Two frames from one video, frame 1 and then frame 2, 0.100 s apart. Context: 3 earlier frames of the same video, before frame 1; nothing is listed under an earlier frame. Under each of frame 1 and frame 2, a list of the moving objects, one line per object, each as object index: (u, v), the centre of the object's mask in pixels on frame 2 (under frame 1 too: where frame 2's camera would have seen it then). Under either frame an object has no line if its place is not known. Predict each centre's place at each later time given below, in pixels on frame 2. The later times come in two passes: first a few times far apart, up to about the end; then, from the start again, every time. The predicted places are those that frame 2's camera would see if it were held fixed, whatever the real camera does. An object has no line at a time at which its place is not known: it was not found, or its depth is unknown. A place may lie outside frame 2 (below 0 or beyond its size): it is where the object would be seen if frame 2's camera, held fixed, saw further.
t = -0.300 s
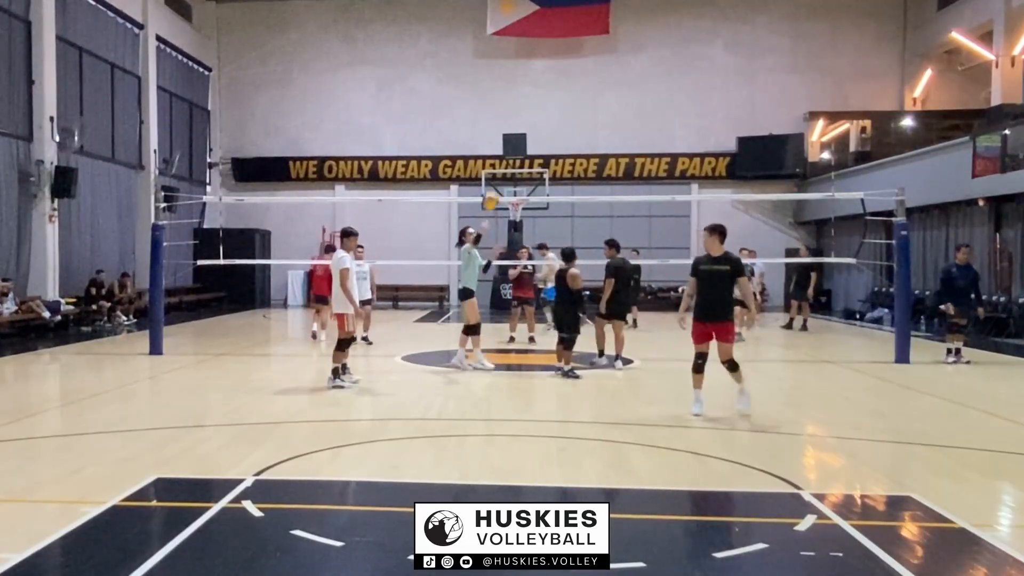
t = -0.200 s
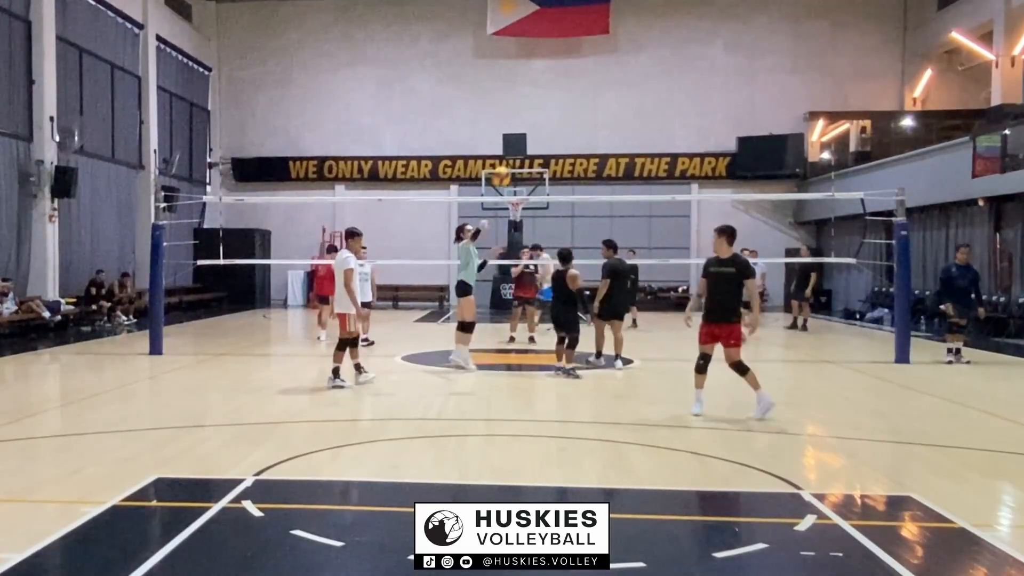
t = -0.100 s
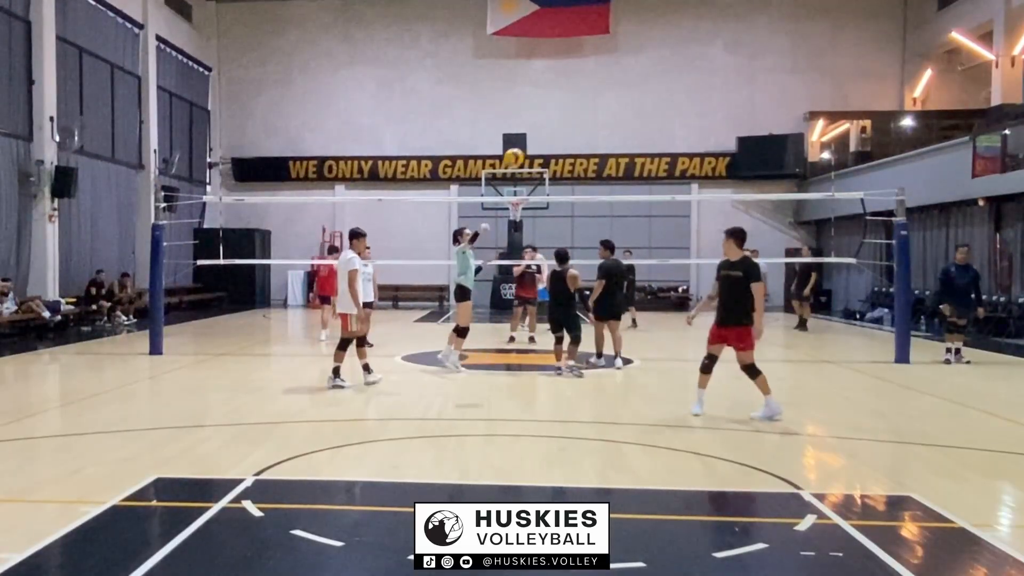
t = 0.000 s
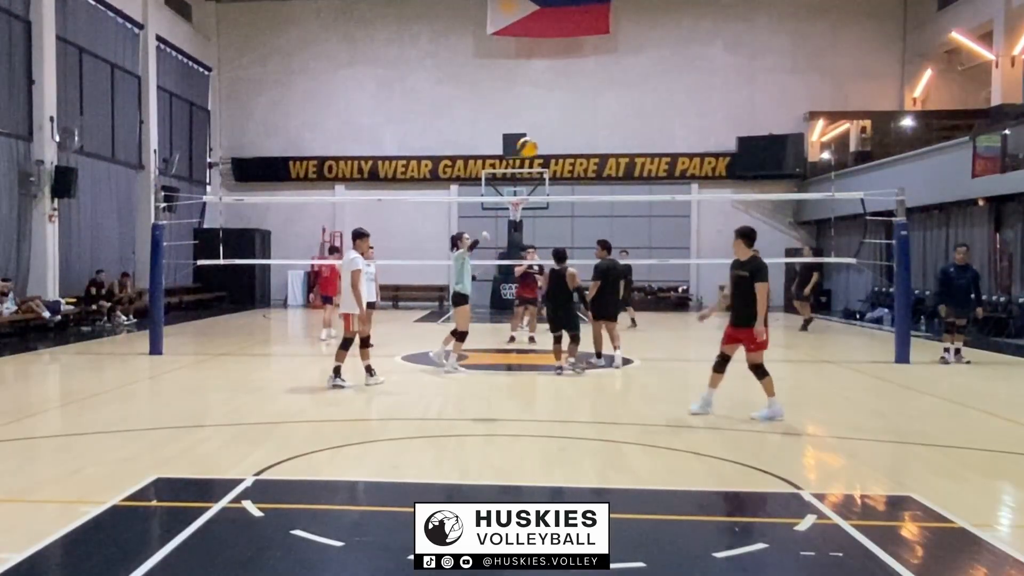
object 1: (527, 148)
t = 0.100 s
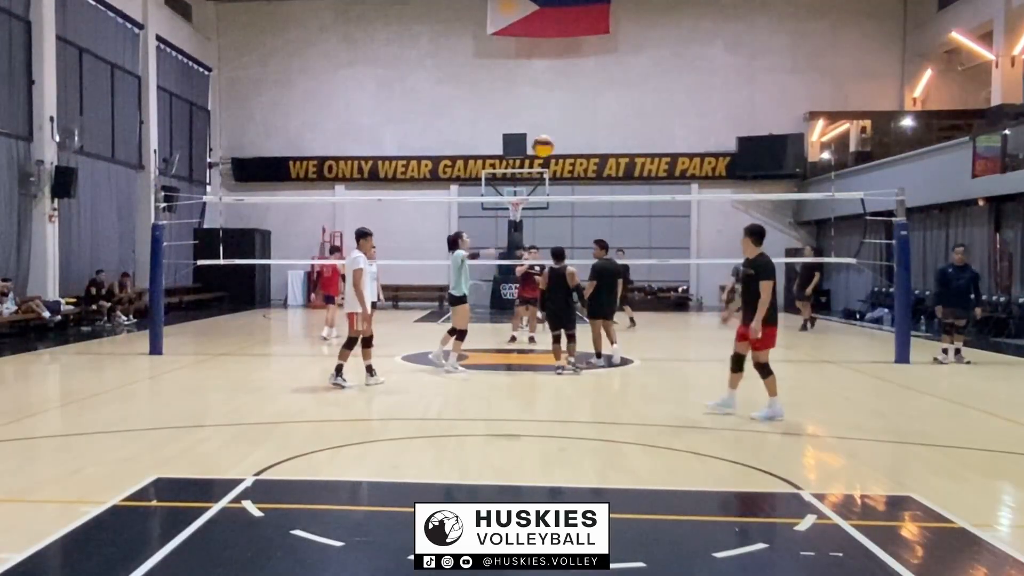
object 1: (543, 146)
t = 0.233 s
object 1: (567, 161)
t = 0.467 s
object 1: (620, 244)
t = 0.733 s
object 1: (703, 489)
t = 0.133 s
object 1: (548, 148)
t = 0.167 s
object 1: (554, 150)
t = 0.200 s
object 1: (559, 154)
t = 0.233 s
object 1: (567, 161)
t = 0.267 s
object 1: (574, 167)
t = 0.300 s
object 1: (580, 174)
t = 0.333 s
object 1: (587, 184)
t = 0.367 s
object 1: (594, 197)
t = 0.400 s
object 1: (602, 212)
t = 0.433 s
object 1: (609, 227)
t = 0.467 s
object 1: (620, 244)
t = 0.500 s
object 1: (629, 269)
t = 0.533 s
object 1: (639, 291)
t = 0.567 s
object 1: (647, 313)
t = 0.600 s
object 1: (659, 344)
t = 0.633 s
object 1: (669, 376)
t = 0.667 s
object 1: (680, 411)
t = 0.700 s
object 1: (692, 451)
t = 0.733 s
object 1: (703, 489)
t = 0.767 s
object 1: (708, 461)
